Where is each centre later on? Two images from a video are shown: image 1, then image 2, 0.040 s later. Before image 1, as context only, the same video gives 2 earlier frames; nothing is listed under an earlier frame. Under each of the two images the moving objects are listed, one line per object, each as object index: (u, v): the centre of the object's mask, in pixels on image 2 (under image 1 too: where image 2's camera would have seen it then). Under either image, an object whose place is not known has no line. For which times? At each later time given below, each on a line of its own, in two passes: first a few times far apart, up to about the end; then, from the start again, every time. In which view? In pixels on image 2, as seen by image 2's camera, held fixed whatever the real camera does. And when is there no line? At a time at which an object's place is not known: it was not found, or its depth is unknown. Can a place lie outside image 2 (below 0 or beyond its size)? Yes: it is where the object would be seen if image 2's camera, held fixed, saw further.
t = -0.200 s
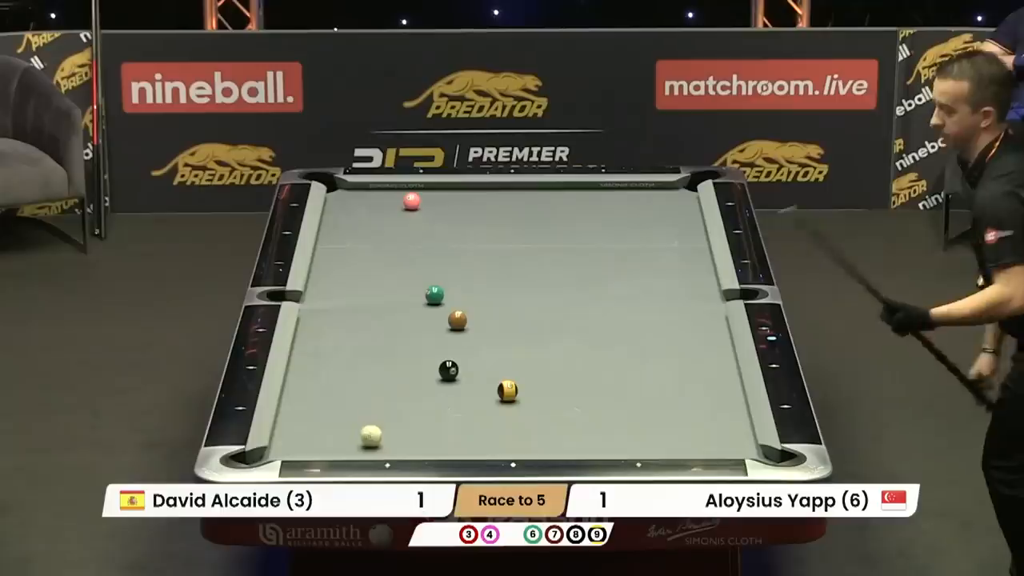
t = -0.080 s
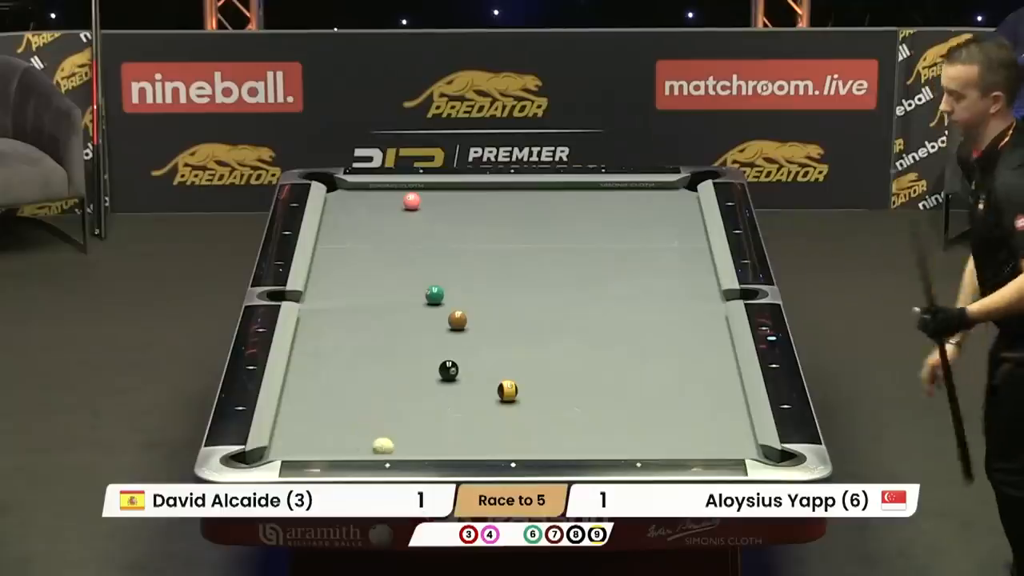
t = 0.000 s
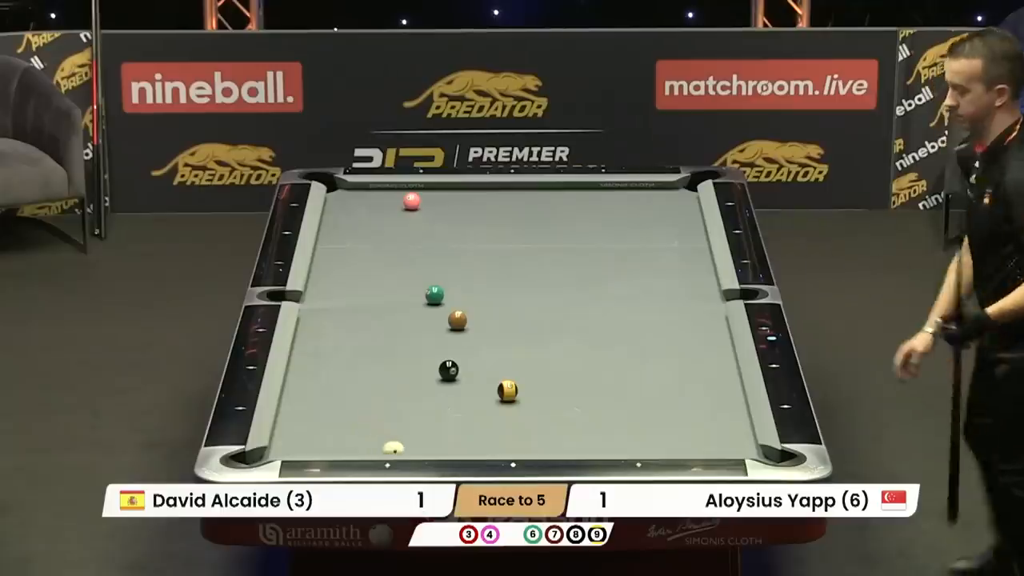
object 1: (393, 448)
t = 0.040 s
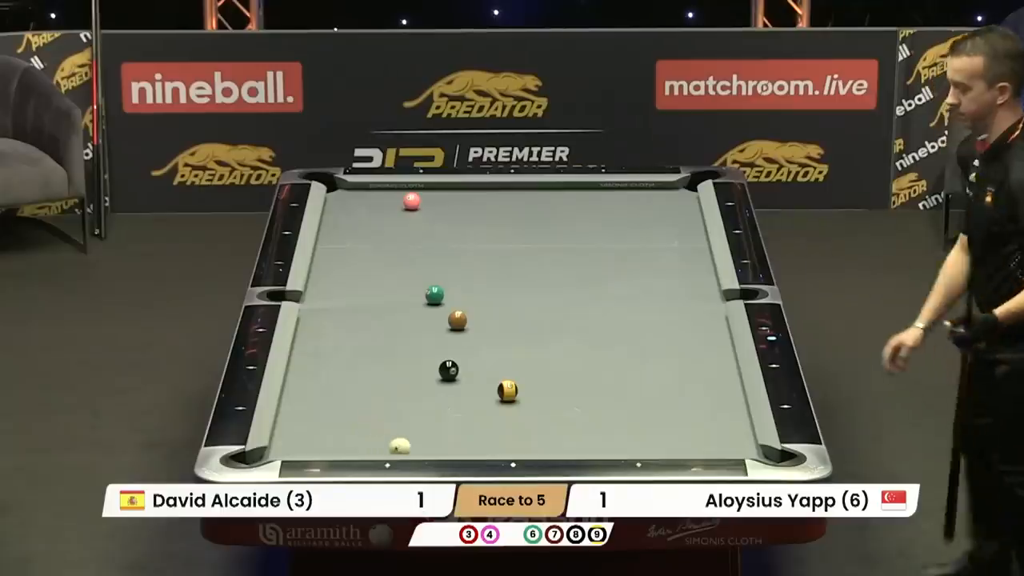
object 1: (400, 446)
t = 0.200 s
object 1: (425, 439)
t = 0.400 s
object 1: (455, 428)
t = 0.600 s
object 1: (484, 418)
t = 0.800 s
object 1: (512, 408)
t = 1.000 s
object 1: (538, 399)
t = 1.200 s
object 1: (562, 390)
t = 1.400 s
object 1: (586, 382)
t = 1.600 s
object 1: (609, 374)
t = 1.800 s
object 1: (630, 366)
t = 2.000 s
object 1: (651, 359)
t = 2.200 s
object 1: (670, 352)
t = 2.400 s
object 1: (689, 346)
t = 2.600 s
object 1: (706, 340)
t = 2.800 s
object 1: (720, 334)
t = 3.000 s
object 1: (710, 330)
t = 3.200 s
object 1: (700, 325)
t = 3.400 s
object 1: (691, 321)
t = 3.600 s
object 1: (682, 318)
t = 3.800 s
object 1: (675, 314)
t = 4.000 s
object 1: (667, 311)
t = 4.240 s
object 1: (659, 307)
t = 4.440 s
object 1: (653, 305)
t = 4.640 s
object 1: (648, 303)
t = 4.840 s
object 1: (644, 301)
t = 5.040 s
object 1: (640, 299)
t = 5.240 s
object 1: (636, 298)
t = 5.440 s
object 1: (634, 297)
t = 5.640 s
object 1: (631, 296)
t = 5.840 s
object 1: (630, 295)
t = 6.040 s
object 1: (628, 294)
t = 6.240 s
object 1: (627, 294)
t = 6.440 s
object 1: (627, 294)
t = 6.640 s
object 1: (627, 294)
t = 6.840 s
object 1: (627, 294)
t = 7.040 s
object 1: (627, 294)
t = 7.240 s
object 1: (627, 294)
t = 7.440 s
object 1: (627, 294)
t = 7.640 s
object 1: (627, 294)
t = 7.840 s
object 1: (627, 294)
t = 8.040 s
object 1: (627, 294)
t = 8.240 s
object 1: (627, 294)
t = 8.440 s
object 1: (627, 294)
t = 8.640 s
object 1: (627, 294)
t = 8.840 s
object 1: (627, 294)
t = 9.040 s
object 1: (627, 294)
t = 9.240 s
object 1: (627, 294)
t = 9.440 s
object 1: (627, 294)
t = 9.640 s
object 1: (627, 294)
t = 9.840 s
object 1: (627, 294)
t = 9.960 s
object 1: (627, 294)
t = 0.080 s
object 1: (406, 445)
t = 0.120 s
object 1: (413, 443)
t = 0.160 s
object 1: (419, 442)
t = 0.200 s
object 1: (425, 439)
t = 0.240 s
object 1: (431, 437)
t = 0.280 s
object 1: (437, 435)
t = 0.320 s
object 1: (444, 433)
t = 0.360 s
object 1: (449, 431)
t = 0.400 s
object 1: (455, 428)
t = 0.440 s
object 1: (461, 427)
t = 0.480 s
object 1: (467, 424)
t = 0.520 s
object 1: (473, 422)
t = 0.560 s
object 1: (478, 420)
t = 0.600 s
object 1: (484, 418)
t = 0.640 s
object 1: (490, 416)
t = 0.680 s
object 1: (495, 414)
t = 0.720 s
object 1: (501, 412)
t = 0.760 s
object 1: (506, 410)
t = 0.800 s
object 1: (512, 408)
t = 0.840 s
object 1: (517, 407)
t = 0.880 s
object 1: (522, 405)
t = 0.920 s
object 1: (527, 403)
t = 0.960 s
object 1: (533, 401)
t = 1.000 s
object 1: (538, 399)
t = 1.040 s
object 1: (543, 398)
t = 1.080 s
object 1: (548, 395)
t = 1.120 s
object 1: (553, 394)
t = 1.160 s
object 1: (558, 392)
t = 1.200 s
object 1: (562, 390)
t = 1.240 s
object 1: (567, 388)
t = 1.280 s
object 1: (572, 387)
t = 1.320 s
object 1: (577, 385)
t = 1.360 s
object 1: (581, 384)
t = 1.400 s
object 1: (586, 382)
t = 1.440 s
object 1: (591, 380)
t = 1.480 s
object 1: (595, 378)
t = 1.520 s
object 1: (600, 377)
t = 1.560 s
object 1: (604, 375)
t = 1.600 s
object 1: (609, 374)
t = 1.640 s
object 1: (613, 372)
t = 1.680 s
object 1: (617, 371)
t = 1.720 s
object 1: (622, 369)
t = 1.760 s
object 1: (626, 368)
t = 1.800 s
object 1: (630, 366)
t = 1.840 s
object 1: (634, 365)
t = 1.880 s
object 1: (638, 363)
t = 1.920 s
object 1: (643, 362)
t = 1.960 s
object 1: (647, 360)
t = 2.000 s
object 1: (651, 359)
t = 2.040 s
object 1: (655, 358)
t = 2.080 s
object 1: (659, 356)
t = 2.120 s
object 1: (663, 355)
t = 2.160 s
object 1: (666, 353)
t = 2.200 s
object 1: (670, 352)
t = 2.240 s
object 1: (674, 351)
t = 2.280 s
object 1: (678, 350)
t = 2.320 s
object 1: (682, 348)
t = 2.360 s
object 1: (685, 347)
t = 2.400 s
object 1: (689, 346)
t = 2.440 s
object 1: (693, 345)
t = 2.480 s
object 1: (696, 344)
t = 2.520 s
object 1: (700, 342)
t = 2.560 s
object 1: (703, 341)
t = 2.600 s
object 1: (706, 340)
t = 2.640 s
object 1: (710, 339)
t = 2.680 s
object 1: (713, 338)
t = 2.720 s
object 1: (717, 336)
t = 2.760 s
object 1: (720, 335)
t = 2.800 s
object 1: (720, 334)
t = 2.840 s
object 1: (718, 333)
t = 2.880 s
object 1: (716, 332)
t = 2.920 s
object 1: (714, 331)
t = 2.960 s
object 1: (712, 330)
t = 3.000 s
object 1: (710, 330)
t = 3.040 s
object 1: (708, 329)
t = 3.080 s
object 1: (706, 328)
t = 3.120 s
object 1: (704, 327)
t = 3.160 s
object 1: (702, 326)
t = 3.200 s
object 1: (700, 325)
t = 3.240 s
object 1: (698, 324)
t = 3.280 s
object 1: (696, 324)
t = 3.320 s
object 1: (694, 323)
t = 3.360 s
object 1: (693, 322)
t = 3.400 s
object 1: (691, 321)
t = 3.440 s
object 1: (689, 320)
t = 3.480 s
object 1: (687, 319)
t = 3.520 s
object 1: (686, 319)
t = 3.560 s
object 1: (684, 318)
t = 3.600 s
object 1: (682, 318)
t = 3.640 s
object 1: (681, 317)
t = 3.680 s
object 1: (679, 316)
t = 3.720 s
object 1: (678, 315)
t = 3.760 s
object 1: (676, 315)
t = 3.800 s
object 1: (675, 314)
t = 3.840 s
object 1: (673, 313)
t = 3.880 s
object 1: (671, 313)
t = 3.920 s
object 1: (670, 312)
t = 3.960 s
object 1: (669, 312)
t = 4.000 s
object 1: (667, 311)
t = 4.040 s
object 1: (666, 310)
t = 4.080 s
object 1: (664, 310)
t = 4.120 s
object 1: (663, 309)
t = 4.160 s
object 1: (662, 308)
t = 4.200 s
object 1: (660, 308)
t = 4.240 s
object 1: (659, 307)
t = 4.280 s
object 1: (658, 307)
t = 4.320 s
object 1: (657, 306)
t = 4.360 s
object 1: (655, 306)
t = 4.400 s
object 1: (654, 306)
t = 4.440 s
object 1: (653, 305)
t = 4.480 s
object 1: (652, 305)
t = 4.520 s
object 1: (651, 304)
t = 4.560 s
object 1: (650, 304)
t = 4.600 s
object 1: (649, 303)
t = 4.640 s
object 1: (648, 303)
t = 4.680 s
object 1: (647, 303)
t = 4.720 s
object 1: (646, 302)
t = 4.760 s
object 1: (645, 302)
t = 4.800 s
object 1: (644, 301)
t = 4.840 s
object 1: (644, 301)
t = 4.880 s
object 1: (643, 301)
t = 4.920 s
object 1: (642, 300)
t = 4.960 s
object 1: (642, 300)
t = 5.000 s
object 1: (641, 300)
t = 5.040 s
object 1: (640, 299)
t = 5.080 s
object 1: (639, 299)
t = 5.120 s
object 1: (638, 299)
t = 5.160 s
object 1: (638, 298)
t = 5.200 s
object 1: (637, 298)
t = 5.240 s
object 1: (636, 298)
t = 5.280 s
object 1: (636, 297)
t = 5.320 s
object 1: (635, 297)
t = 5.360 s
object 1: (635, 297)
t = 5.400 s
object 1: (634, 297)
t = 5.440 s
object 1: (634, 297)
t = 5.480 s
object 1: (633, 296)
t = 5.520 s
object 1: (632, 296)
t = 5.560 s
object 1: (632, 296)
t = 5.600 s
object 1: (632, 296)
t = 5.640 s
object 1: (631, 296)
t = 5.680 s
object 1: (631, 296)
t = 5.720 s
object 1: (631, 296)
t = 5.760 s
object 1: (630, 295)
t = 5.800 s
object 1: (630, 295)
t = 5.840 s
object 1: (630, 295)
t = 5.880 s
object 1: (629, 295)
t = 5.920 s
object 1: (629, 295)
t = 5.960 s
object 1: (629, 295)
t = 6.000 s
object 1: (629, 295)
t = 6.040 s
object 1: (628, 294)
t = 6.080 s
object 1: (628, 294)
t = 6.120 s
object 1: (628, 294)
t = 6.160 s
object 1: (627, 294)
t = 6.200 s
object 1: (627, 294)
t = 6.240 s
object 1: (627, 294)
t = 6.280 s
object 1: (627, 294)
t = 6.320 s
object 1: (627, 294)
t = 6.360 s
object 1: (627, 294)
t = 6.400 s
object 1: (627, 294)
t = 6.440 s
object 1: (627, 294)
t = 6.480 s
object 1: (627, 294)
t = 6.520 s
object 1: (627, 294)
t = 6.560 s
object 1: (627, 294)
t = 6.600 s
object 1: (627, 294)
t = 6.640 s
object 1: (627, 294)
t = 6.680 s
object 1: (627, 294)
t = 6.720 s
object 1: (627, 294)
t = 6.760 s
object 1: (627, 294)
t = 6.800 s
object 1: (627, 294)
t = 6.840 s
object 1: (627, 294)
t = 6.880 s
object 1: (627, 294)
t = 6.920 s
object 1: (627, 294)
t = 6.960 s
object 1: (627, 294)
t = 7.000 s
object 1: (627, 294)
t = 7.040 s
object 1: (627, 294)
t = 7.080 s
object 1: (627, 294)
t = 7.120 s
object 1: (627, 294)
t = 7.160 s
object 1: (627, 294)
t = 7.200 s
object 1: (627, 294)
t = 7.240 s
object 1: (627, 294)
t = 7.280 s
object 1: (627, 294)
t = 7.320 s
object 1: (627, 294)
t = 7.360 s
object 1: (627, 294)
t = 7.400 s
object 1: (627, 294)
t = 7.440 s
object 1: (627, 294)
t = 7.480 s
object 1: (627, 294)
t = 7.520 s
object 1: (627, 294)
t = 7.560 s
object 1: (627, 294)
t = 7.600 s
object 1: (627, 294)
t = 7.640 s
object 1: (627, 294)
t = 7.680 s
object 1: (627, 294)
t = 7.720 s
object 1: (627, 294)
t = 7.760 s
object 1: (627, 294)
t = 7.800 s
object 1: (627, 294)
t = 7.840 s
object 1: (627, 294)
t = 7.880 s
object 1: (627, 294)
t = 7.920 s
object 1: (627, 294)
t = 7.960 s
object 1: (627, 294)
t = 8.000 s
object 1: (627, 294)
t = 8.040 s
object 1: (627, 294)
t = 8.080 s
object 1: (627, 294)
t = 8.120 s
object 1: (627, 294)
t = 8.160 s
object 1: (627, 294)
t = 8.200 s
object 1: (627, 294)
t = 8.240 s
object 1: (627, 294)
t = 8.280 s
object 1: (627, 294)
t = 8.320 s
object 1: (627, 294)
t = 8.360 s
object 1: (627, 294)
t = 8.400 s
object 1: (627, 294)
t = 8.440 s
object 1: (627, 294)
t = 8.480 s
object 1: (627, 294)
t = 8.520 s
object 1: (627, 294)
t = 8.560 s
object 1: (627, 294)
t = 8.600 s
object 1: (627, 294)
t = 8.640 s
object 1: (627, 294)
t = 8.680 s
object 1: (627, 294)
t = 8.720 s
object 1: (627, 294)
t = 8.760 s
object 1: (627, 294)
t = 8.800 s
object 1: (627, 294)
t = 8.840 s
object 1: (627, 294)
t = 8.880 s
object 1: (627, 294)
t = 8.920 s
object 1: (627, 294)
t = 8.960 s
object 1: (627, 294)
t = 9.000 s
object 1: (627, 294)
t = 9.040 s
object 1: (627, 294)
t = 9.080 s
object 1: (627, 294)
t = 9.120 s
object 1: (627, 294)
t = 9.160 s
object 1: (627, 294)
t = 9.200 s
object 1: (627, 294)
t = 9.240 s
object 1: (627, 294)
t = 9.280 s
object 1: (627, 294)
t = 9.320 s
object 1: (627, 294)
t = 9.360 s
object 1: (627, 294)
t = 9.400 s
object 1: (627, 294)
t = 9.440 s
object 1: (627, 294)
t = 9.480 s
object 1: (627, 294)
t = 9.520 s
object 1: (627, 294)
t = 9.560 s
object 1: (627, 294)
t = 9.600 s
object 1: (627, 294)
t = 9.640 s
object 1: (627, 294)
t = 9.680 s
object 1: (627, 294)
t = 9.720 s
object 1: (627, 294)
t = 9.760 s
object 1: (627, 294)
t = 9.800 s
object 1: (627, 294)
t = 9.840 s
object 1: (627, 294)
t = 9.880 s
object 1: (627, 294)
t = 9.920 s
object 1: (627, 294)
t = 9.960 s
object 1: (627, 294)
